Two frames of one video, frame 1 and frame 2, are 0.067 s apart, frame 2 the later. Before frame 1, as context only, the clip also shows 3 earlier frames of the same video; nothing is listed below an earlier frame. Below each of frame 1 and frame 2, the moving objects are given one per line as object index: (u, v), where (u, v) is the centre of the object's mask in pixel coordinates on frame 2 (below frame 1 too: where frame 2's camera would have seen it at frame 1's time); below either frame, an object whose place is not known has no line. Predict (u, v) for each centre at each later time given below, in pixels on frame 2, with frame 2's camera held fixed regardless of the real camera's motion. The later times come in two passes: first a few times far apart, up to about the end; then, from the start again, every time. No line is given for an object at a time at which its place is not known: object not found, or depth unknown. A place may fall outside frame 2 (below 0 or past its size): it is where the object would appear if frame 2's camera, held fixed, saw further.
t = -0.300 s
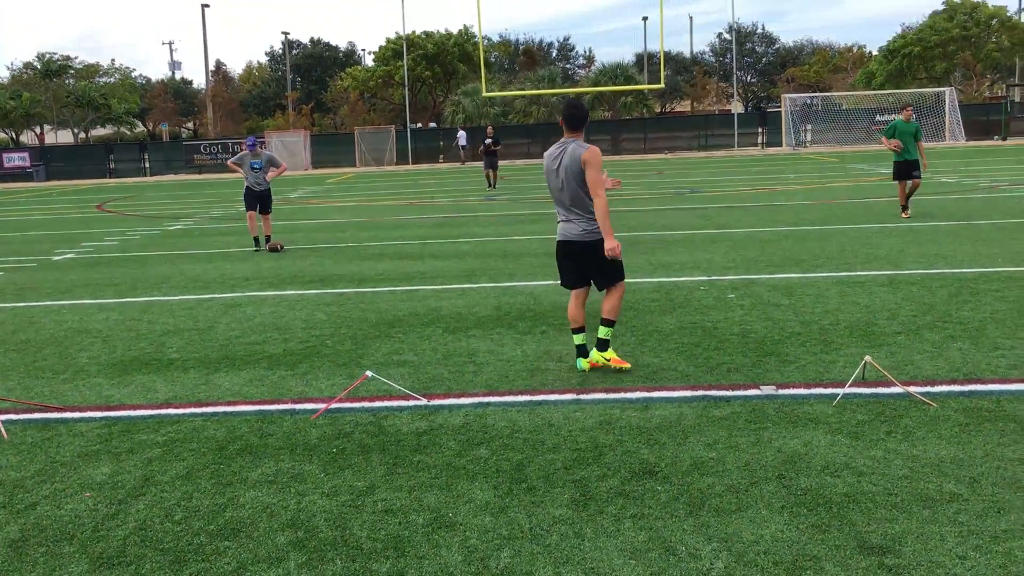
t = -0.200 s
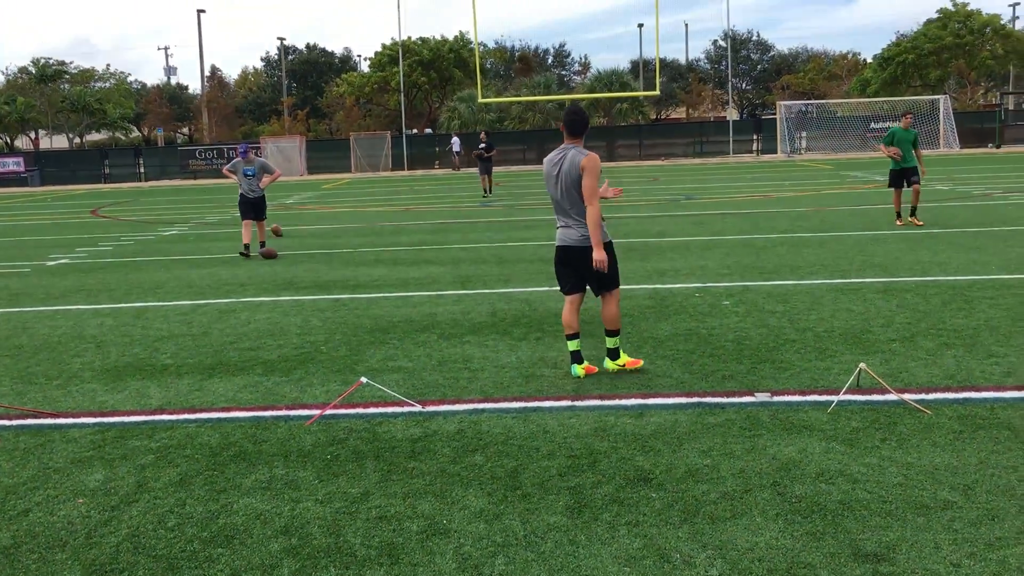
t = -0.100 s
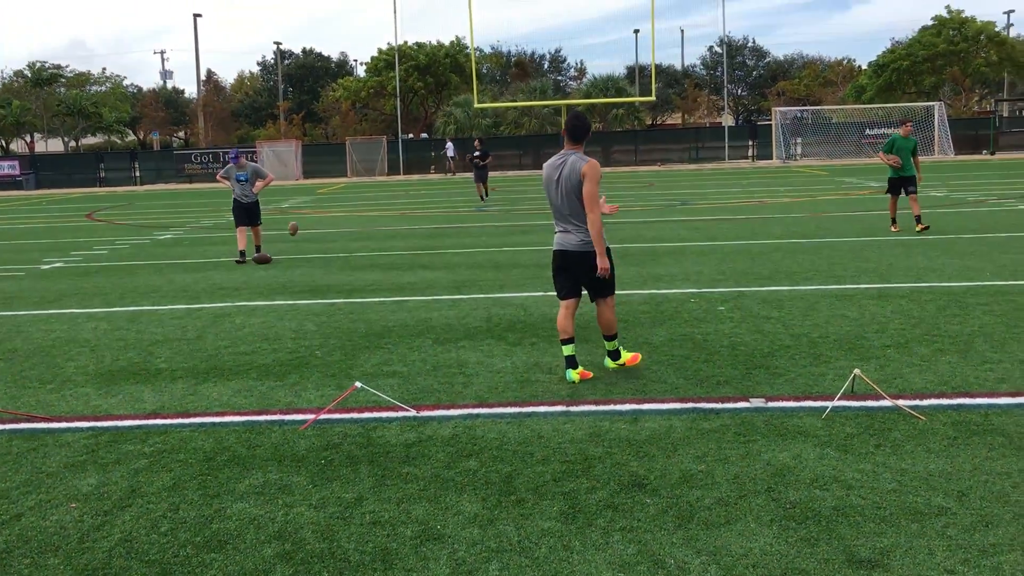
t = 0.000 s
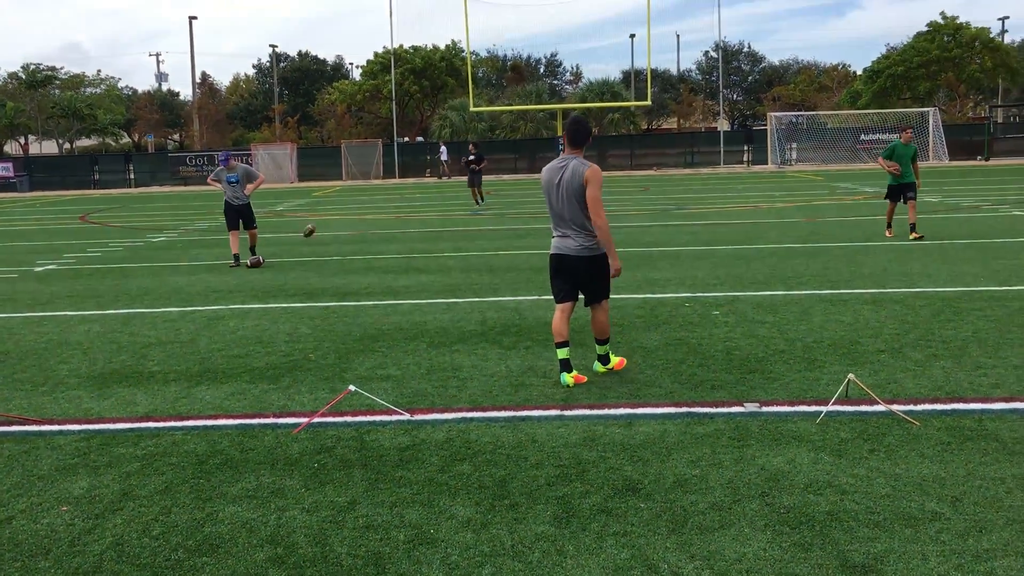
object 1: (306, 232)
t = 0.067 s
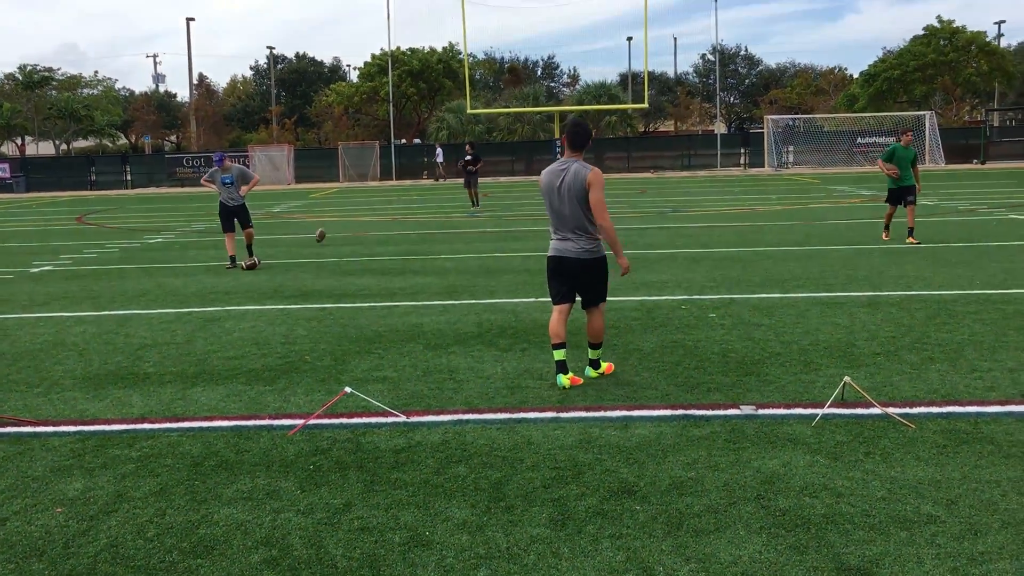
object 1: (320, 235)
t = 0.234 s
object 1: (349, 224)
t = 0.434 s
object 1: (381, 214)
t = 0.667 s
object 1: (418, 231)
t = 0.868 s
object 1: (449, 231)
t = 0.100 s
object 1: (328, 237)
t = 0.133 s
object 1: (335, 238)
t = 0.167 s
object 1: (340, 233)
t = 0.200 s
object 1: (344, 228)
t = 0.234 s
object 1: (349, 224)
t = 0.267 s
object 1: (354, 221)
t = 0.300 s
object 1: (359, 218)
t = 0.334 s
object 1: (364, 216)
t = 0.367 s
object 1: (370, 215)
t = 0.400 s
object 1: (375, 215)
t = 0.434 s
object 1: (381, 214)
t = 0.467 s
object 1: (386, 214)
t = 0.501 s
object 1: (390, 216)
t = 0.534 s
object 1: (396, 218)
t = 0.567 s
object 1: (402, 220)
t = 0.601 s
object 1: (406, 223)
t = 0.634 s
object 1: (412, 227)
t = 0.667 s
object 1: (418, 231)
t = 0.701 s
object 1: (424, 236)
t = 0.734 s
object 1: (428, 235)
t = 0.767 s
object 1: (434, 233)
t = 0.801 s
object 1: (438, 231)
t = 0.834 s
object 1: (444, 230)
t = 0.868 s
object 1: (449, 231)
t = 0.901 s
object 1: (454, 232)
